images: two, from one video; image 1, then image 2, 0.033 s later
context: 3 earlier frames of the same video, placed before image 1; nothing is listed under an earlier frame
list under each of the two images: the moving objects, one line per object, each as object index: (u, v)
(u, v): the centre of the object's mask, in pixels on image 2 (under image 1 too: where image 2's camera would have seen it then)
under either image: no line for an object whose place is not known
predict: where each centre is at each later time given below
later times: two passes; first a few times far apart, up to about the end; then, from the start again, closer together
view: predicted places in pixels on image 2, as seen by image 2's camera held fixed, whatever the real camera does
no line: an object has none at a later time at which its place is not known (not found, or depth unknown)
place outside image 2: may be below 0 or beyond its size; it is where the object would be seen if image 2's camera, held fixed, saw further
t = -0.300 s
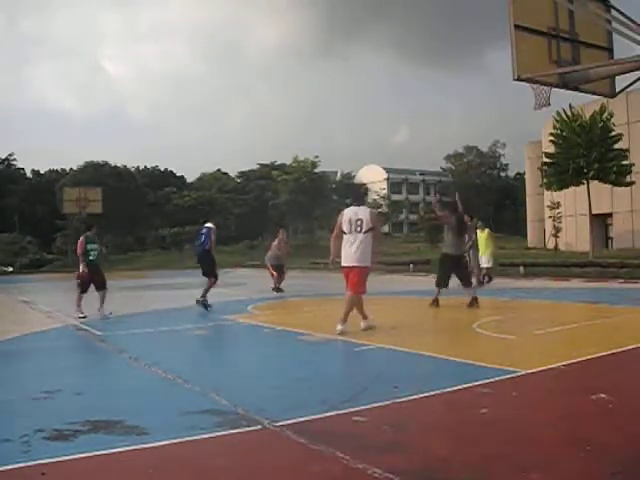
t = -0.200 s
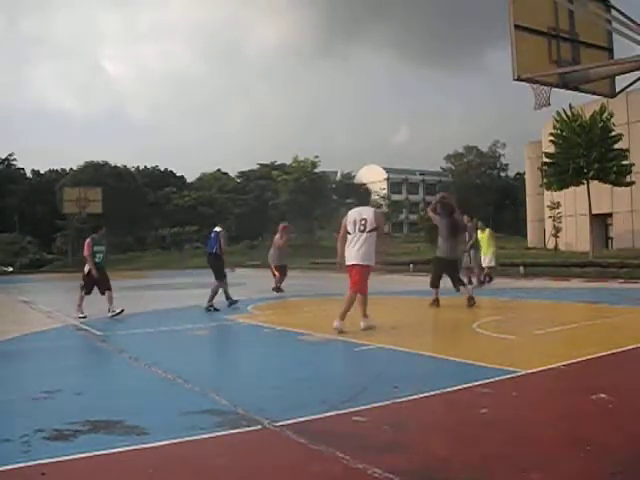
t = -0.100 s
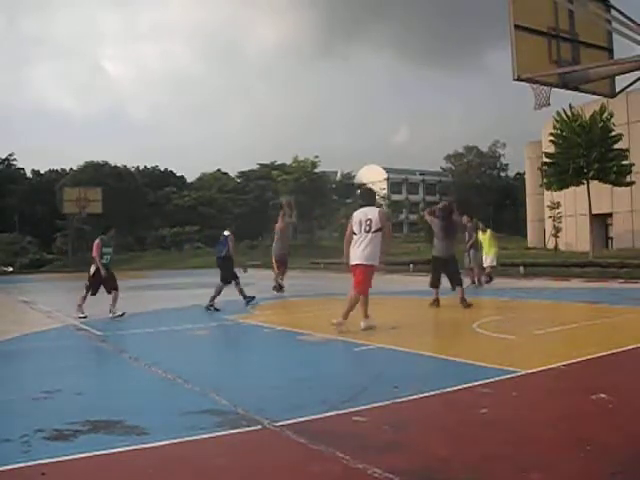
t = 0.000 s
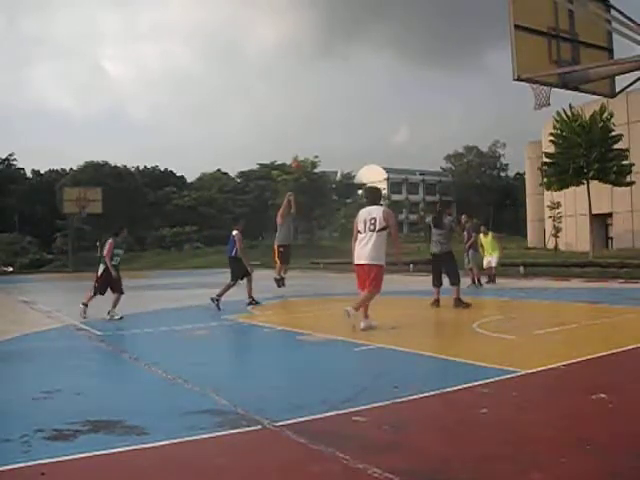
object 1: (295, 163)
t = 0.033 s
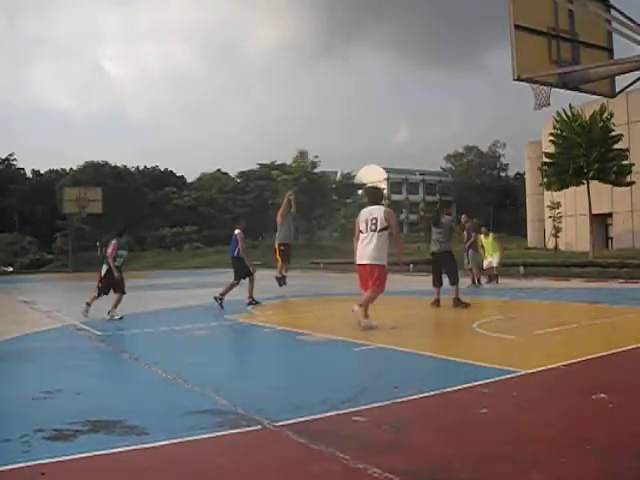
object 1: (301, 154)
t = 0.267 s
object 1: (330, 83)
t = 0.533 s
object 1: (371, 31)
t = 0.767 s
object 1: (414, 11)
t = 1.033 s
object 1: (476, 30)
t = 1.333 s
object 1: (510, 80)
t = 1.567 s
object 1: (488, 115)
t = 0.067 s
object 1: (305, 143)
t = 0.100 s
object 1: (309, 132)
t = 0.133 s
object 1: (313, 121)
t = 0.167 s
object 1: (317, 109)
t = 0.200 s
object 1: (321, 101)
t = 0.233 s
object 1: (325, 92)
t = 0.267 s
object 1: (330, 83)
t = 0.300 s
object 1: (335, 74)
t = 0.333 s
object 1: (340, 67)
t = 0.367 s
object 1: (344, 60)
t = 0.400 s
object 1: (350, 53)
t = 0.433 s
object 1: (355, 47)
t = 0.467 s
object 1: (360, 41)
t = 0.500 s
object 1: (366, 36)
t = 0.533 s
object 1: (371, 31)
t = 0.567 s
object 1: (377, 26)
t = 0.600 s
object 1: (383, 22)
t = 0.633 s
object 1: (389, 19)
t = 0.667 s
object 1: (395, 15)
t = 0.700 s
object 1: (401, 14)
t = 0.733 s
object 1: (408, 12)
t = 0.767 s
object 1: (414, 11)
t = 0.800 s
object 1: (422, 10)
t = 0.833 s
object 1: (430, 11)
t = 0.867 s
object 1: (436, 12)
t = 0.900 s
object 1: (443, 14)
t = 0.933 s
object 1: (450, 17)
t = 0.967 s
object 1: (458, 20)
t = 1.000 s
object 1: (467, 25)
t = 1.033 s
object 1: (476, 30)
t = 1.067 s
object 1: (485, 36)
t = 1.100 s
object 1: (494, 43)
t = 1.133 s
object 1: (503, 53)
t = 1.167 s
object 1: (508, 63)
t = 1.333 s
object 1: (510, 80)
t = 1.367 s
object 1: (508, 82)
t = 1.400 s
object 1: (505, 86)
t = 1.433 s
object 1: (501, 90)
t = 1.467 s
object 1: (498, 96)
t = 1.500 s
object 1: (495, 102)
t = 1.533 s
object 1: (492, 108)
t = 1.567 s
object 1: (488, 115)
